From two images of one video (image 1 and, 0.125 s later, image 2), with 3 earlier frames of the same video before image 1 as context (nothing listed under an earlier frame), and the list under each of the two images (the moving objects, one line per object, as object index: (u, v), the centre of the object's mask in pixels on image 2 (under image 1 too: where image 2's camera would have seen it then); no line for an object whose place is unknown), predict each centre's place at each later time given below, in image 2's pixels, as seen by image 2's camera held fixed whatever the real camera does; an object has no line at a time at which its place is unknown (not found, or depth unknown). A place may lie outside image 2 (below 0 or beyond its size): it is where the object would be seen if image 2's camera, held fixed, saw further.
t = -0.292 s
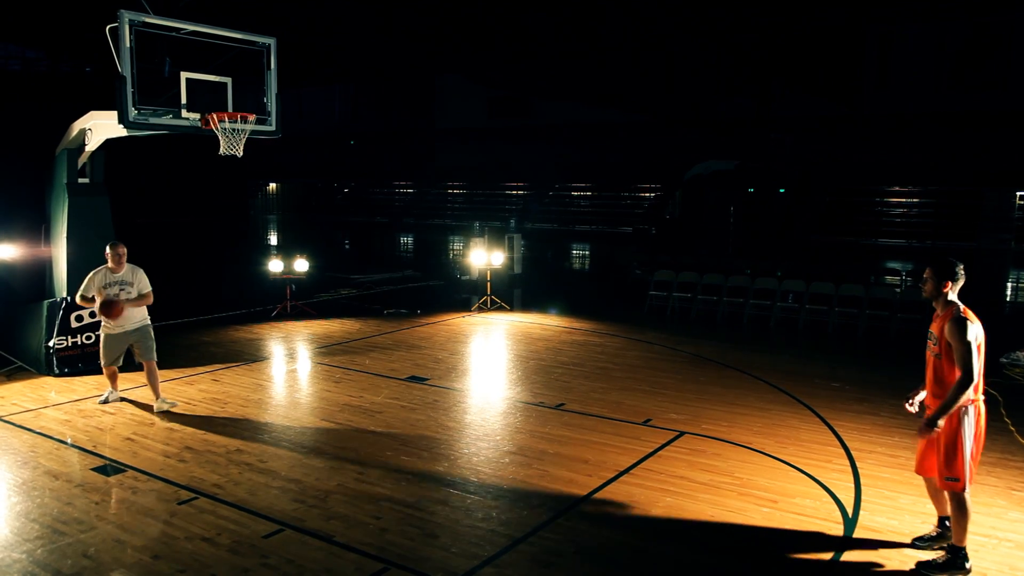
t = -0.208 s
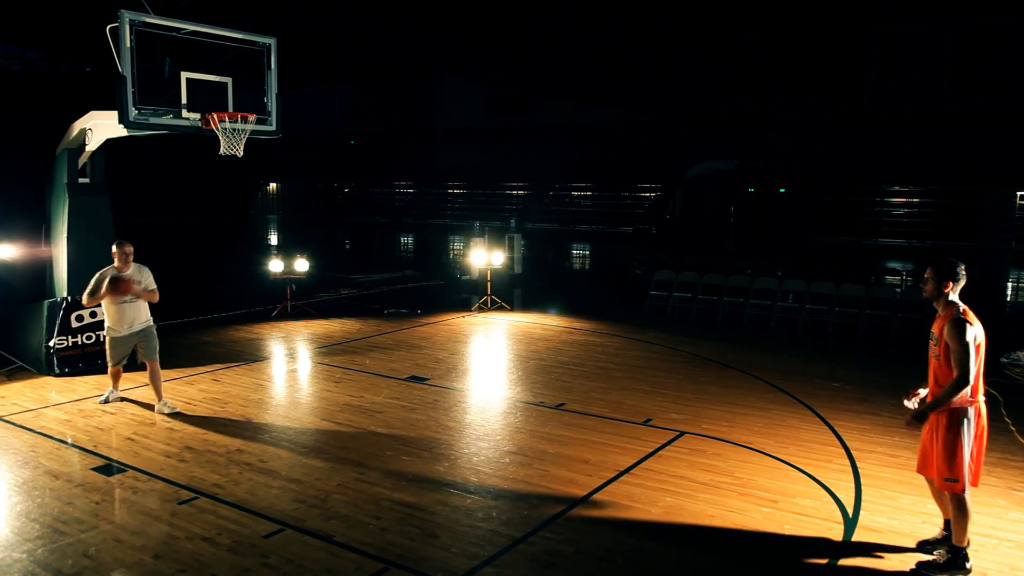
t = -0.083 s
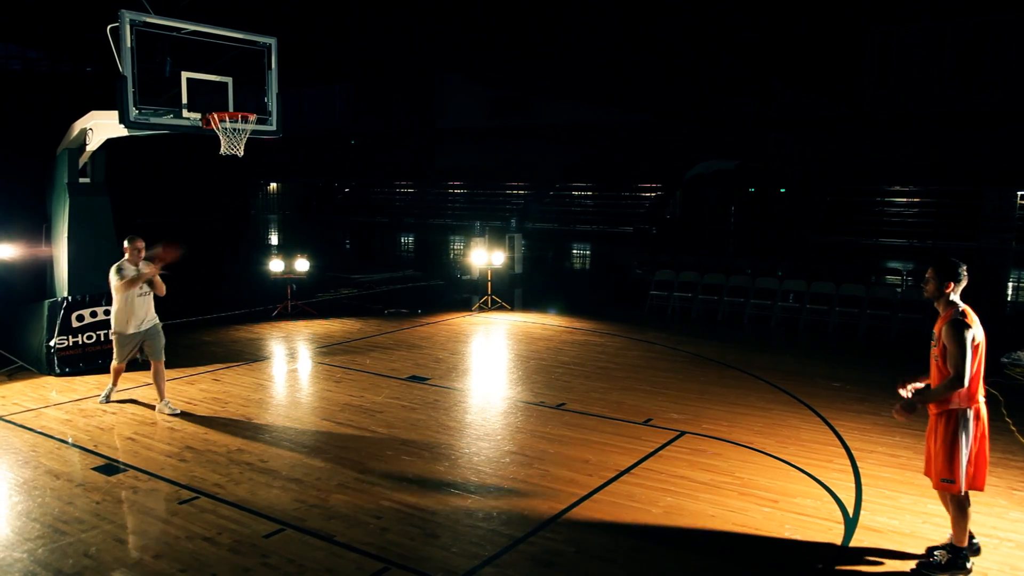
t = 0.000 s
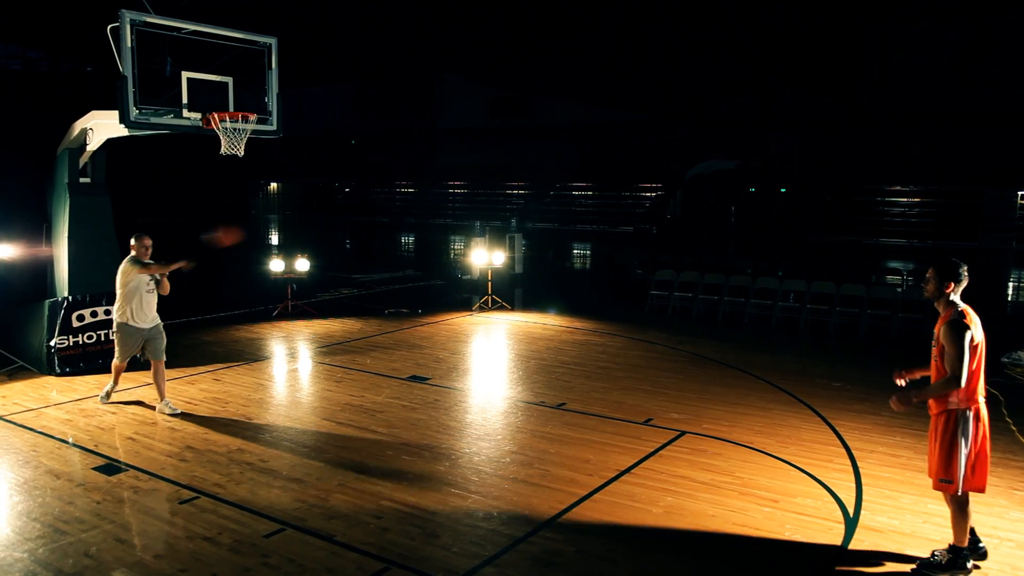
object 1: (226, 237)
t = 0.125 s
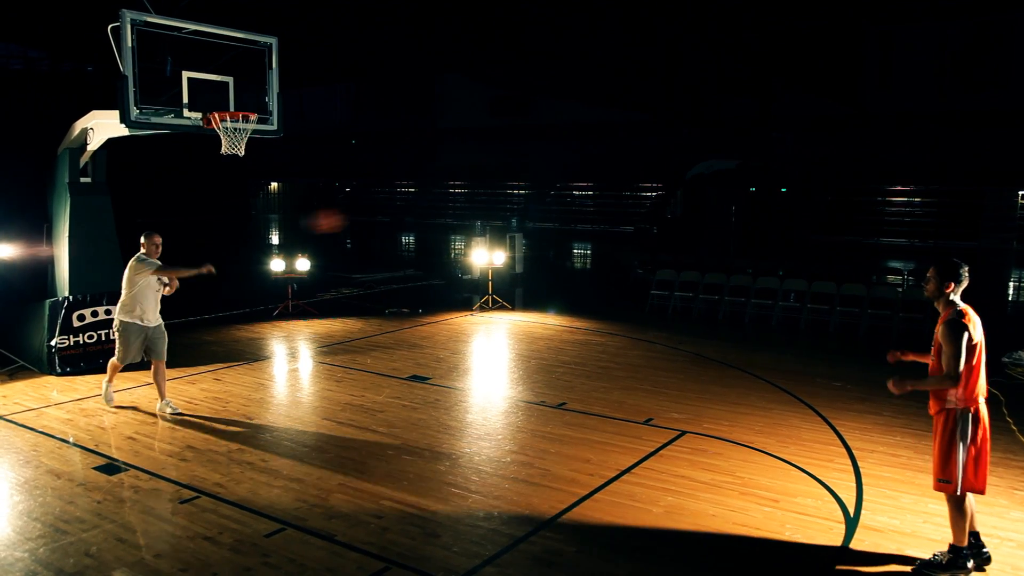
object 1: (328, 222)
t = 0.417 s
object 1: (623, 255)
